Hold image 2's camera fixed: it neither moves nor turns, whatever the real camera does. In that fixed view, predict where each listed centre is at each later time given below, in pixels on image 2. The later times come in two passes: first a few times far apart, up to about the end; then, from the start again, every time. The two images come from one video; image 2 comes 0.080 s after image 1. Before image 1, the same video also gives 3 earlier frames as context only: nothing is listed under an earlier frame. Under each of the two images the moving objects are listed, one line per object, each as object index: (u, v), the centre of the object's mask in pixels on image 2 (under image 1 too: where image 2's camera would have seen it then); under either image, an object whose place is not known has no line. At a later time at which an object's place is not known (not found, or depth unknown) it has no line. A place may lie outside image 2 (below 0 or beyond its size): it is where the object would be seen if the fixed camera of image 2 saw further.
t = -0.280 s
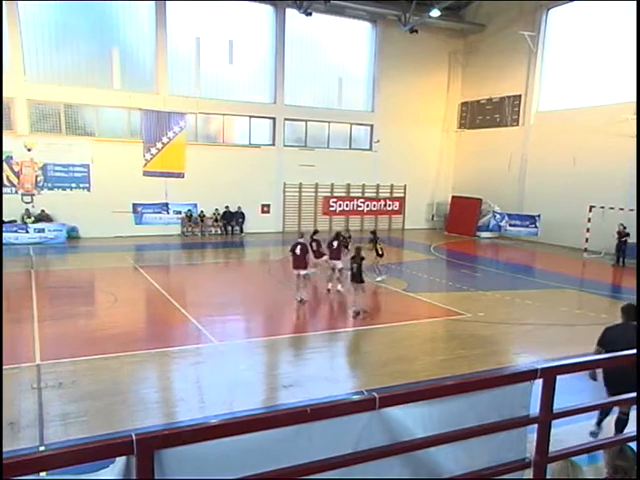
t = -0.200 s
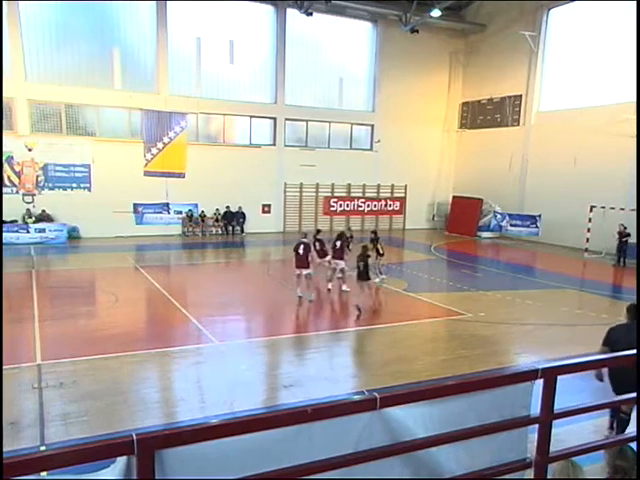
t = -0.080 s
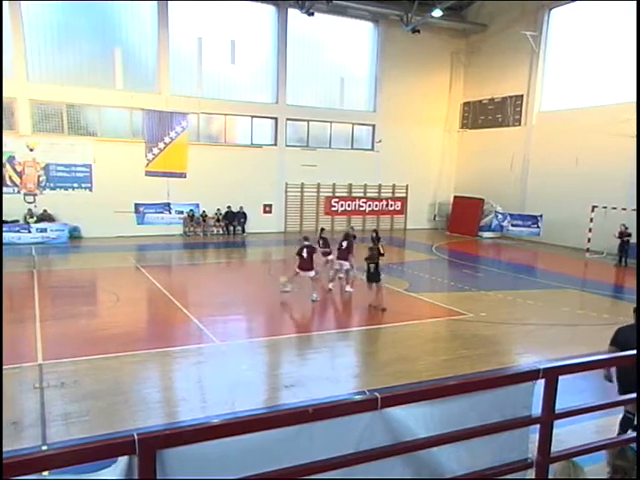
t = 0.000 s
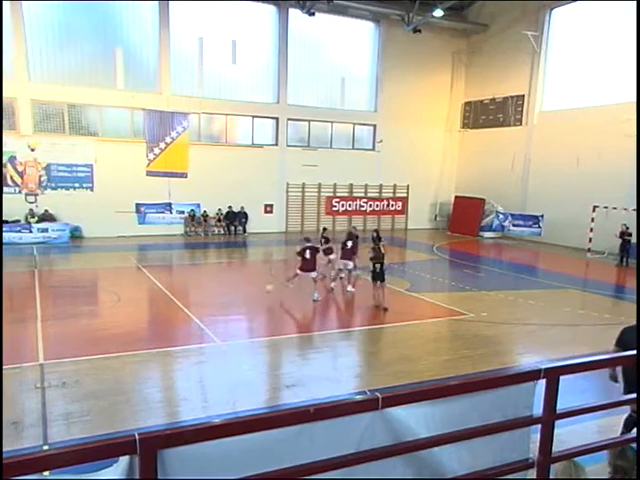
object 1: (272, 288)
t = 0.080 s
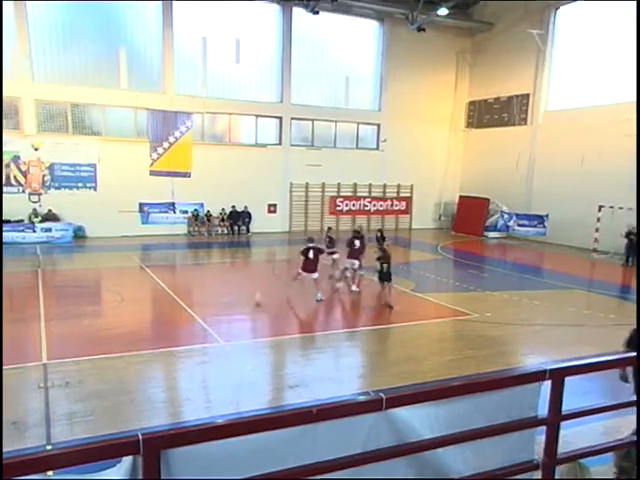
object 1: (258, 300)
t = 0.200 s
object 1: (239, 295)
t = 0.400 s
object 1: (206, 302)
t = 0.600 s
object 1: (174, 319)
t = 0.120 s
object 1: (250, 296)
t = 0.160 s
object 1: (244, 295)
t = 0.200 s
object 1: (239, 295)
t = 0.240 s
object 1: (233, 294)
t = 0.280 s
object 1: (227, 294)
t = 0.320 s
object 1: (220, 297)
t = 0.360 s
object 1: (214, 299)
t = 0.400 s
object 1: (206, 302)
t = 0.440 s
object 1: (199, 306)
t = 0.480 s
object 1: (193, 310)
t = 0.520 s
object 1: (187, 319)
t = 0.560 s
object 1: (180, 320)
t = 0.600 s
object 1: (174, 319)
